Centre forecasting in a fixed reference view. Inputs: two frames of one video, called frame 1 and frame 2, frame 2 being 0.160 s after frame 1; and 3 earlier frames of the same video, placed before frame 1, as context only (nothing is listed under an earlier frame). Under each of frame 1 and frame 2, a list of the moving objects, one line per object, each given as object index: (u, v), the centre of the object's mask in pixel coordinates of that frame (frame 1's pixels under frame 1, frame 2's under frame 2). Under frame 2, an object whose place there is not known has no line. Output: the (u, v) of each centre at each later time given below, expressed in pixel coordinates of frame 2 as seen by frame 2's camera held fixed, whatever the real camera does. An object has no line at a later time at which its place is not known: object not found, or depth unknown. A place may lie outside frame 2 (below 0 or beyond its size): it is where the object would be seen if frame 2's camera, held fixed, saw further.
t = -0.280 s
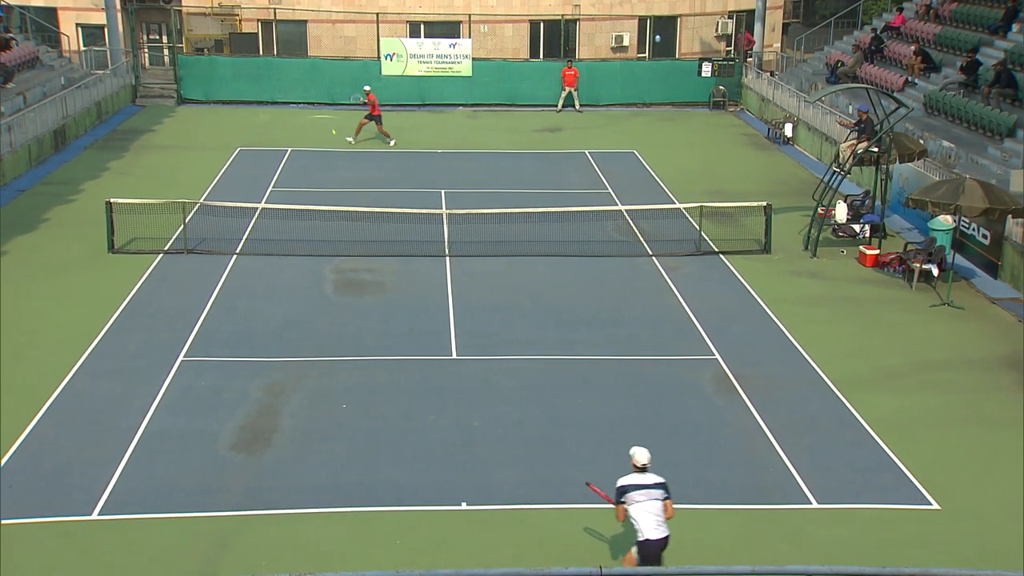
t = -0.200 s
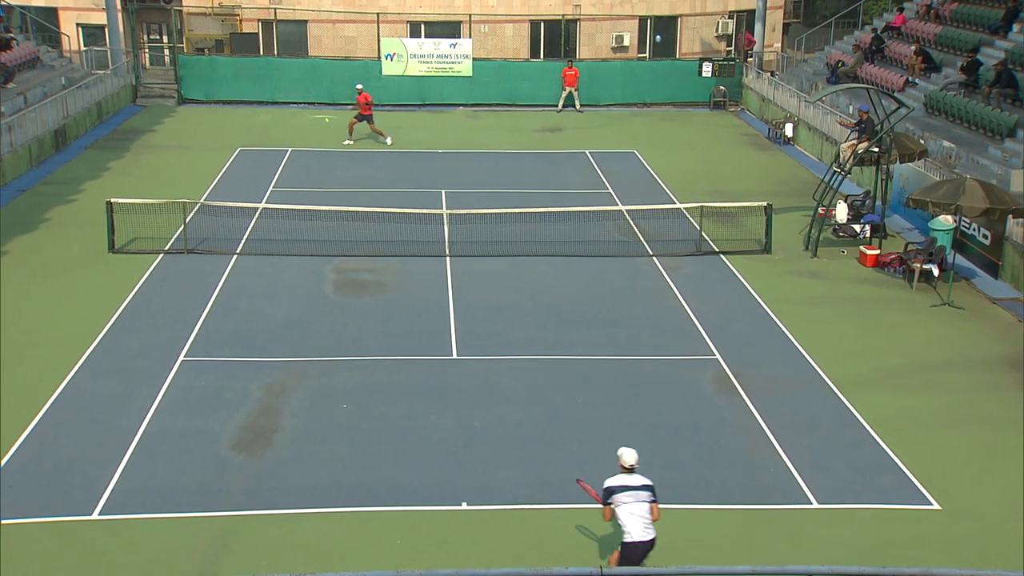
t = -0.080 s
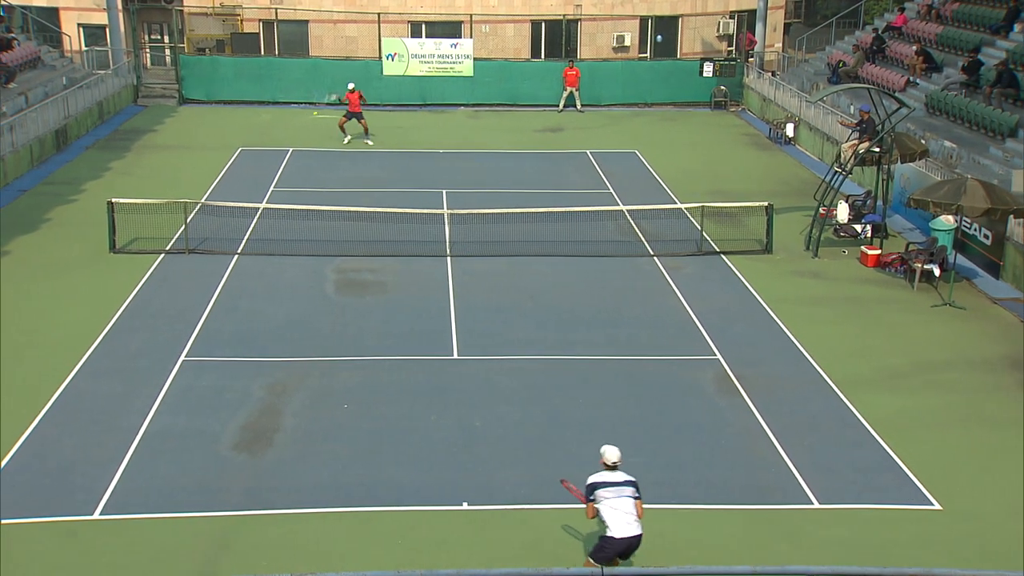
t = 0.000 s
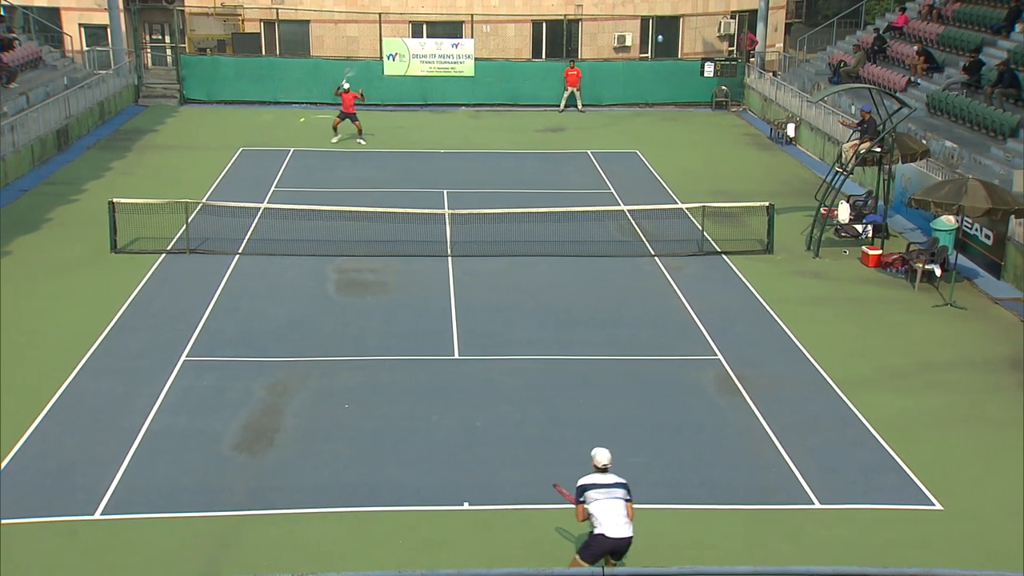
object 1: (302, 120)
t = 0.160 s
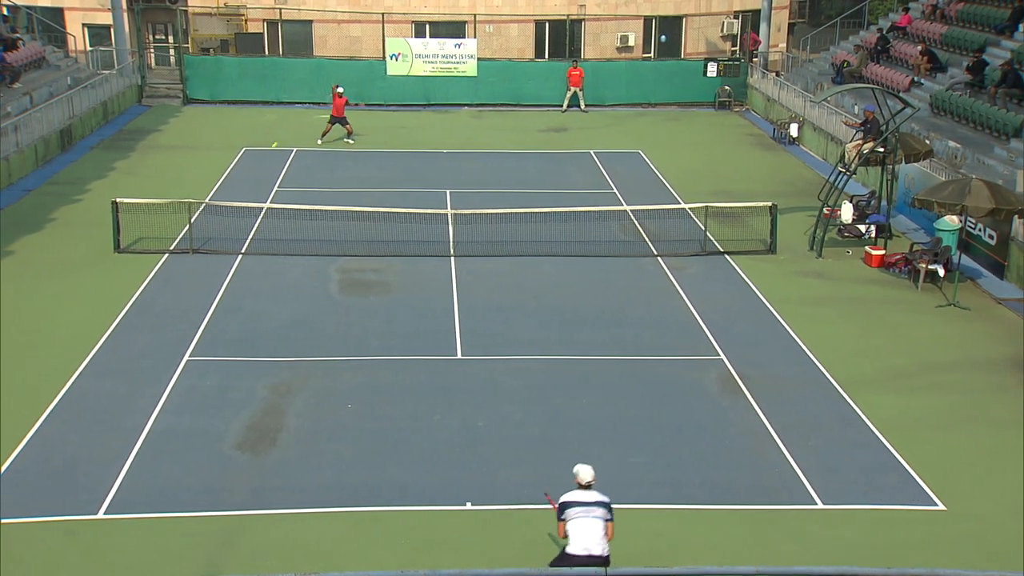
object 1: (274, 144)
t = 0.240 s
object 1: (257, 164)
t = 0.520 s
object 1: (182, 286)
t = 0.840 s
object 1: (69, 442)
